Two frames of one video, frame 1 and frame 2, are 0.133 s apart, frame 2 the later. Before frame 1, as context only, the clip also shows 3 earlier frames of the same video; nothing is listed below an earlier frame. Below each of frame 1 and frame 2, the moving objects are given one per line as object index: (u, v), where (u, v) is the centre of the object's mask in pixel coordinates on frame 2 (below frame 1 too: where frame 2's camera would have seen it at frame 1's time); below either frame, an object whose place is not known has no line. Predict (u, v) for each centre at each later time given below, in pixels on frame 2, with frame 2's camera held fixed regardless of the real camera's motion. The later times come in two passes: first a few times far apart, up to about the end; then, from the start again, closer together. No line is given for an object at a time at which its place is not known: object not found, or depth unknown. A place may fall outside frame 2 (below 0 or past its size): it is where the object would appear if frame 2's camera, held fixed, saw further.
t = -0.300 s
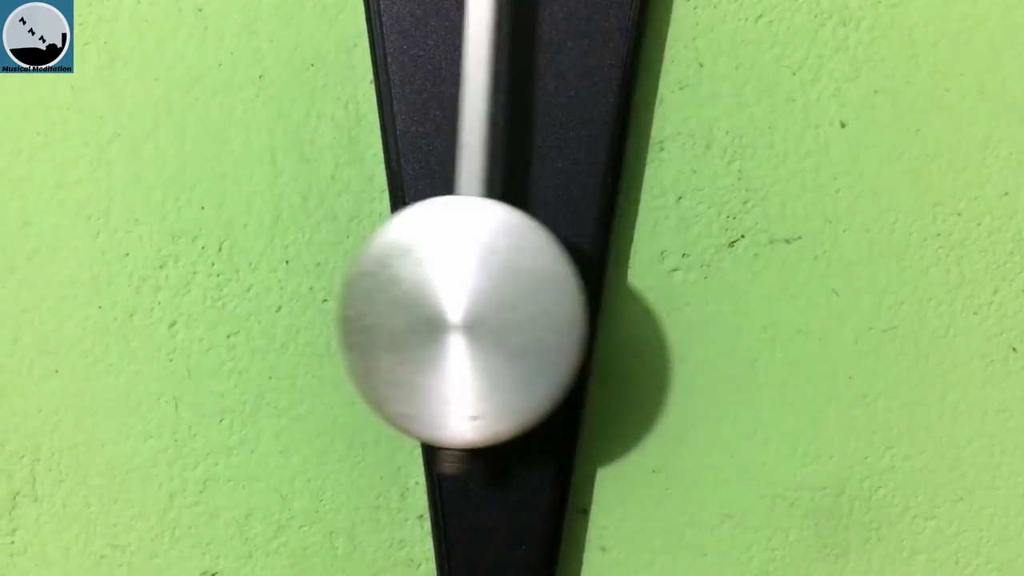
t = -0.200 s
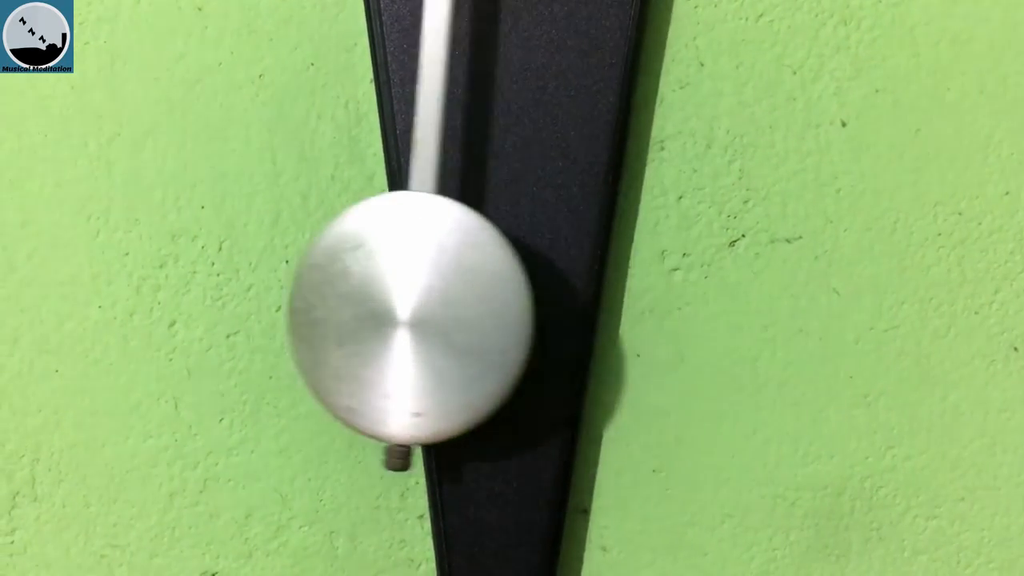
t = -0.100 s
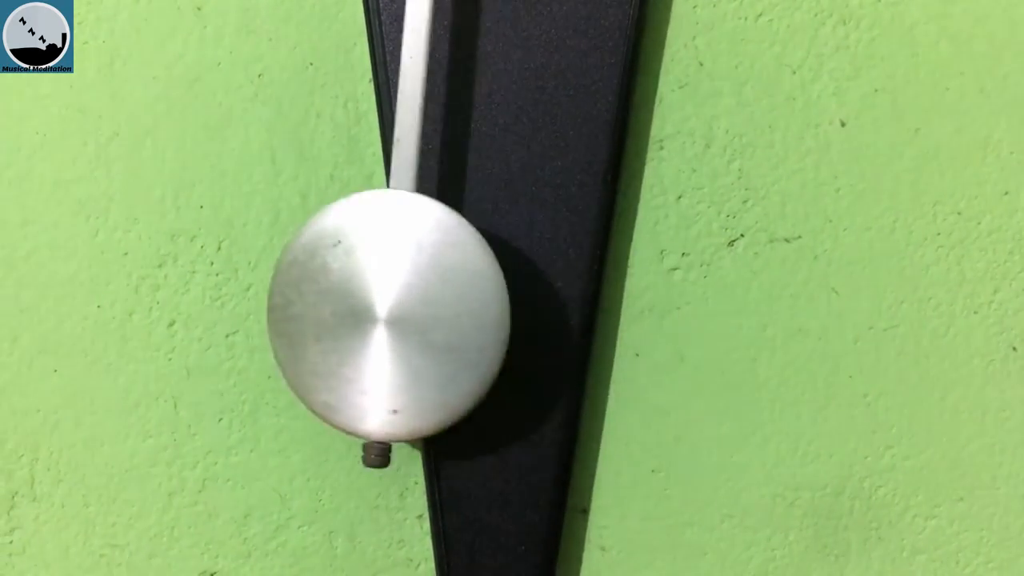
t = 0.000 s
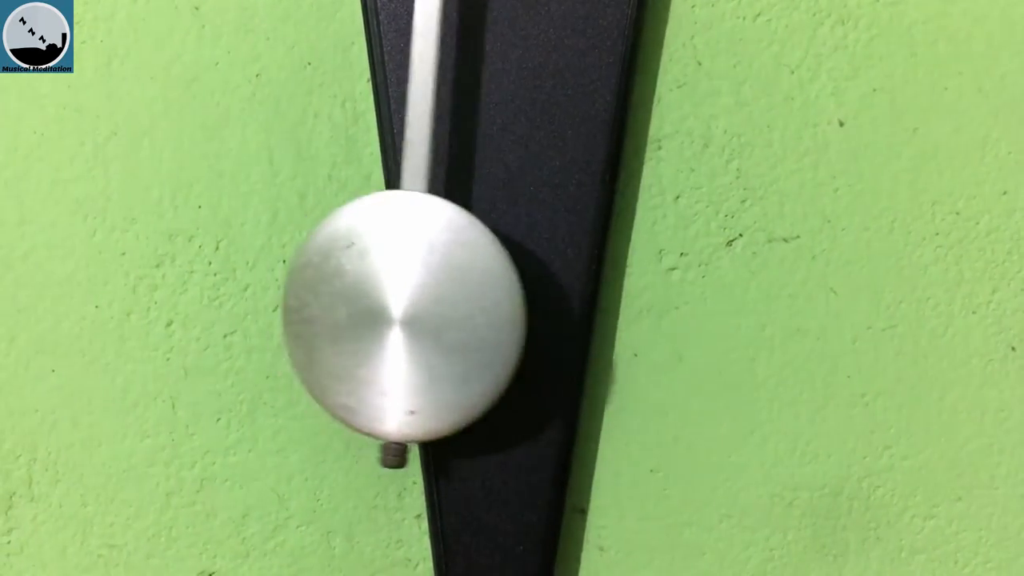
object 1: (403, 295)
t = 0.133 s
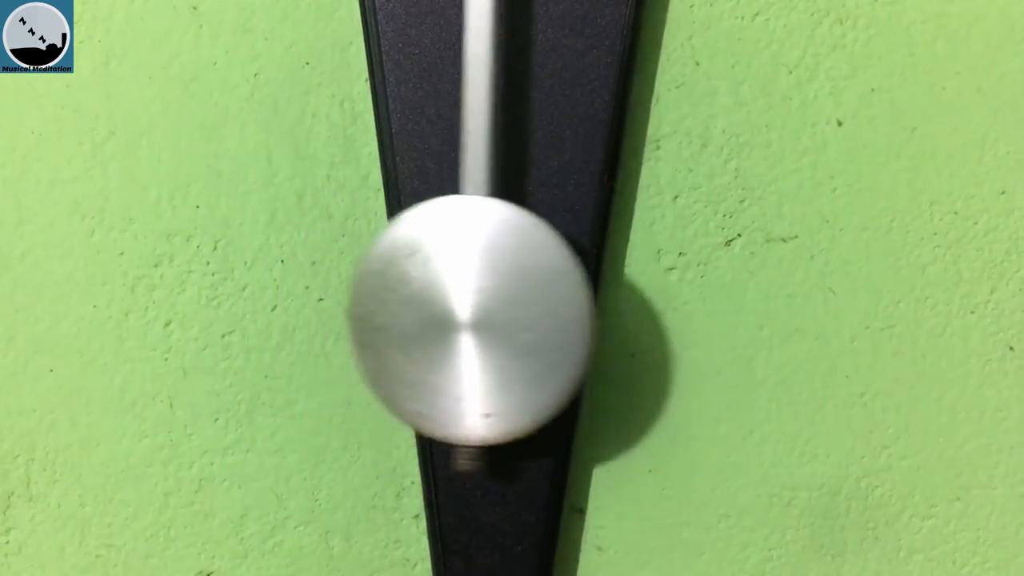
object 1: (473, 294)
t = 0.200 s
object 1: (517, 295)
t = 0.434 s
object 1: (640, 296)
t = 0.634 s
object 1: (613, 297)
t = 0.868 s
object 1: (471, 294)
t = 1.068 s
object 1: (395, 296)
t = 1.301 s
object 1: (472, 299)
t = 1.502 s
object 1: (597, 298)
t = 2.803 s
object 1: (637, 295)
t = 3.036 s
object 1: (585, 296)
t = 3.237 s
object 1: (459, 299)
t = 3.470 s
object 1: (393, 299)
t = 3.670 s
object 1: (483, 296)
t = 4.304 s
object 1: (524, 300)
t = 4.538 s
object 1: (397, 296)
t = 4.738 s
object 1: (421, 292)
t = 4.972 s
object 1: (563, 295)
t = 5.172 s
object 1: (646, 299)
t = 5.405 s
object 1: (572, 296)
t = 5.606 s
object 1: (450, 292)
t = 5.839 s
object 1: (404, 294)
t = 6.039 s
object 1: (497, 298)
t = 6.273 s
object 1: (625, 298)
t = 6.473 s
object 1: (619, 295)
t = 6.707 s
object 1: (490, 293)
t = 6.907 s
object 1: (400, 294)
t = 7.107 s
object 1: (434, 297)
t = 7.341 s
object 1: (575, 296)
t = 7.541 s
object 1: (636, 295)
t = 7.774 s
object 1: (552, 294)
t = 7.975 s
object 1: (435, 293)
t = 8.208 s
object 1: (412, 292)
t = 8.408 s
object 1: (515, 289)
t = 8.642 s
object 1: (635, 291)
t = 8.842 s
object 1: (615, 292)
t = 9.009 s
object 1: (520, 288)
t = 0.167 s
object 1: (495, 295)
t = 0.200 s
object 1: (517, 295)
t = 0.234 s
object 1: (539, 296)
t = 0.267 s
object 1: (561, 296)
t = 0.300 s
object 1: (582, 296)
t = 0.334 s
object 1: (601, 296)
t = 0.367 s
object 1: (617, 296)
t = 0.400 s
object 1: (630, 296)
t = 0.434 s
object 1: (640, 296)
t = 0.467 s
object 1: (646, 296)
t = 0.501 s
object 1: (648, 297)
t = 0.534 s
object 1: (645, 297)
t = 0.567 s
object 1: (638, 297)
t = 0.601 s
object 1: (627, 297)
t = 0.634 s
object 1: (613, 297)
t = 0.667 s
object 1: (596, 297)
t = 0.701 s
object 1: (576, 296)
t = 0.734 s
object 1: (556, 296)
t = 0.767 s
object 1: (534, 296)
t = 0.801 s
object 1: (513, 295)
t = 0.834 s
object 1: (491, 294)
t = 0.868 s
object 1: (471, 294)
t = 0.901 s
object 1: (451, 293)
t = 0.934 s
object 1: (434, 292)
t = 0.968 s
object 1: (419, 293)
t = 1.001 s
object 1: (408, 293)
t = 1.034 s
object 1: (399, 295)
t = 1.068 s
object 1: (395, 296)
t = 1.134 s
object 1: (400, 296)
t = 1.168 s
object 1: (408, 297)
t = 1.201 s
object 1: (420, 297)
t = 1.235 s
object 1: (435, 297)
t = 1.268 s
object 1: (453, 298)
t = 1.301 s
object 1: (472, 299)
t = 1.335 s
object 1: (494, 298)
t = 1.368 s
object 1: (515, 298)
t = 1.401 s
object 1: (537, 298)
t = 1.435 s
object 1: (558, 298)
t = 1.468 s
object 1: (579, 298)
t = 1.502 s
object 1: (597, 298)
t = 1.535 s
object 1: (612, 298)
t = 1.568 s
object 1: (625, 298)
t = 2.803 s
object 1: (637, 295)
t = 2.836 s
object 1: (641, 294)
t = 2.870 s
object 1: (641, 294)
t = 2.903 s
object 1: (636, 294)
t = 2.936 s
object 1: (628, 294)
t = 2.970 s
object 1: (617, 295)
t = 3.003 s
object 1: (602, 295)
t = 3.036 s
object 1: (585, 296)
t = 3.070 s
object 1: (565, 296)
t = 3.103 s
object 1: (544, 297)
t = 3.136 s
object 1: (523, 296)
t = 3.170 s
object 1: (502, 296)
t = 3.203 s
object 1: (480, 298)
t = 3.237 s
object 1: (459, 299)
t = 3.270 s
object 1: (439, 299)
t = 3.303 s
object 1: (422, 299)
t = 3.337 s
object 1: (408, 299)
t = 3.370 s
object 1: (398, 299)
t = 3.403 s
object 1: (392, 299)
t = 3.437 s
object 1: (390, 300)
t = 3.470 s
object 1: (393, 299)
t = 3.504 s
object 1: (400, 299)
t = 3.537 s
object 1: (411, 299)
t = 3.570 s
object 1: (426, 297)
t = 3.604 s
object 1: (443, 297)
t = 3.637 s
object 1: (463, 295)
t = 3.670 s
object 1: (483, 296)
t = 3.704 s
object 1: (506, 295)
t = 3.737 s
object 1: (527, 295)
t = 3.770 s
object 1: (549, 295)
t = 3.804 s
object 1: (570, 295)
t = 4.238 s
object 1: (568, 298)
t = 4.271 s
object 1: (546, 301)
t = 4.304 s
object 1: (524, 300)
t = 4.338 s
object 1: (501, 300)
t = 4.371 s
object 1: (478, 300)
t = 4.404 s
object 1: (457, 300)
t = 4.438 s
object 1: (437, 298)
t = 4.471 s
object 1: (421, 298)
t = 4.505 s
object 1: (407, 298)
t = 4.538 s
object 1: (397, 296)
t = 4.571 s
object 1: (391, 296)
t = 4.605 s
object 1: (389, 295)
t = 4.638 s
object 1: (391, 295)
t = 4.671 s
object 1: (397, 294)
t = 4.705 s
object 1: (407, 294)
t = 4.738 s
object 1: (421, 292)
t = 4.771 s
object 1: (437, 293)
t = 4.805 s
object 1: (455, 294)
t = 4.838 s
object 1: (476, 295)
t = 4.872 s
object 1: (497, 295)
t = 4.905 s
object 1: (520, 296)
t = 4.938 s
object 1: (541, 296)
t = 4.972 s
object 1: (563, 295)
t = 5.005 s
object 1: (584, 296)
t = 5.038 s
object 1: (602, 297)
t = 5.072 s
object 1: (618, 298)
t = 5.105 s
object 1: (631, 299)
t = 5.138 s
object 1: (641, 299)
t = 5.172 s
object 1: (646, 299)
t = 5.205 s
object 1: (646, 299)
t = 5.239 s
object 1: (643, 299)
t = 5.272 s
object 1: (635, 299)
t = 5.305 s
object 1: (624, 298)
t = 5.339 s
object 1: (609, 299)
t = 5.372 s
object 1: (591, 297)
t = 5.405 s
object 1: (572, 296)
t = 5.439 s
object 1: (551, 297)
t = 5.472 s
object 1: (529, 295)
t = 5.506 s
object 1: (509, 295)
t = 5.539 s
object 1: (488, 294)
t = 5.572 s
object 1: (468, 293)
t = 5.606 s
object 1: (450, 292)
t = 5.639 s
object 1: (433, 292)
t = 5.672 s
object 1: (420, 291)
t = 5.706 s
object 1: (410, 292)
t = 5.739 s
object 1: (403, 292)
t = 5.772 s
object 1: (400, 292)
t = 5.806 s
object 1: (400, 292)
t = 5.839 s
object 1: (404, 294)
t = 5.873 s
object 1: (413, 294)
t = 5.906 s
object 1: (424, 294)
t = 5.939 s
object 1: (439, 296)
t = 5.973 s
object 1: (457, 297)
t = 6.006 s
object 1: (476, 298)
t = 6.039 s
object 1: (497, 298)
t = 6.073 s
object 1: (518, 299)
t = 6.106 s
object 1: (538, 300)
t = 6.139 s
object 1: (559, 300)
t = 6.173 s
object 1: (580, 297)
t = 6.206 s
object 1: (597, 299)
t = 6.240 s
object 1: (613, 300)
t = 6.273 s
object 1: (625, 298)
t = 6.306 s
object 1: (634, 298)
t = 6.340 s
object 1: (639, 298)
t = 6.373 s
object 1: (640, 297)
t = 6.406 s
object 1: (637, 296)
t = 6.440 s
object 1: (629, 296)
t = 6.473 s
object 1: (619, 295)
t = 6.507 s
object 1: (605, 294)
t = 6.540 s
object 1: (588, 293)
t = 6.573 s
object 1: (570, 294)
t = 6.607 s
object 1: (550, 294)
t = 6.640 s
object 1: (529, 293)
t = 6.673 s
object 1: (510, 293)
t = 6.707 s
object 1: (490, 293)
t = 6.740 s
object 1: (470, 292)
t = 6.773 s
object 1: (450, 292)
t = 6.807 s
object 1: (433, 293)
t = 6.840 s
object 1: (419, 294)
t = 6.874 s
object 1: (407, 294)
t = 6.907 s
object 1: (400, 294)
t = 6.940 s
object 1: (396, 295)
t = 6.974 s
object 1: (396, 296)
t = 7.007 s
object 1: (400, 296)
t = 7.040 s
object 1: (408, 297)
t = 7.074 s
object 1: (419, 297)
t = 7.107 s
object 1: (434, 297)
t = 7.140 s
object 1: (452, 297)
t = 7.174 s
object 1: (471, 297)
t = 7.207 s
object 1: (492, 297)
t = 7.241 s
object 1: (514, 297)
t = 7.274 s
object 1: (533, 298)
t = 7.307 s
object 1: (555, 296)
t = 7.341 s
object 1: (575, 296)
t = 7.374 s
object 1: (592, 295)
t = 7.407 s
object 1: (607, 296)
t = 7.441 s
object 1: (620, 295)
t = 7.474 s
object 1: (629, 296)
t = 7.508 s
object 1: (635, 295)
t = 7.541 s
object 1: (636, 295)
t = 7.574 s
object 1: (634, 295)
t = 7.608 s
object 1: (628, 294)
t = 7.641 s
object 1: (618, 294)
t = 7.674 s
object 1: (605, 294)
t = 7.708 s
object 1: (589, 294)
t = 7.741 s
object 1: (571, 294)
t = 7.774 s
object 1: (552, 294)
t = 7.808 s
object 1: (531, 294)
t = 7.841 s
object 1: (513, 293)
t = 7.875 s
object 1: (492, 293)
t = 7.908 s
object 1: (473, 293)
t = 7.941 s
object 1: (453, 293)
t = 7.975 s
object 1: (435, 293)
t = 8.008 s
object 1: (421, 293)
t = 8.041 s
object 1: (409, 293)
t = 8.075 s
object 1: (402, 293)
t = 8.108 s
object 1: (399, 293)
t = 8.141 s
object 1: (400, 292)
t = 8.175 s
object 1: (404, 292)
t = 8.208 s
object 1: (412, 292)
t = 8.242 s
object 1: (424, 292)
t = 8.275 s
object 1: (438, 291)
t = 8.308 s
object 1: (455, 292)
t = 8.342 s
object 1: (474, 291)
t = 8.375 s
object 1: (495, 290)
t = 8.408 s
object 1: (515, 289)
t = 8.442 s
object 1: (535, 291)
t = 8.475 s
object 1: (557, 290)
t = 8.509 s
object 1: (577, 290)
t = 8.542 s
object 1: (595, 289)
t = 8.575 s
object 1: (612, 291)
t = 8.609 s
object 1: (625, 291)
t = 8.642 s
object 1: (635, 291)
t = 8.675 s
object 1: (641, 291)
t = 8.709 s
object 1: (644, 291)
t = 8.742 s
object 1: (642, 291)
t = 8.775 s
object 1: (637, 291)
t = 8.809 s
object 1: (628, 291)
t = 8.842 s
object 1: (615, 292)
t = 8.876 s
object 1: (599, 291)
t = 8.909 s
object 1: (581, 291)
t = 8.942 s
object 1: (561, 290)
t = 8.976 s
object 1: (540, 291)
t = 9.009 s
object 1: (520, 288)
